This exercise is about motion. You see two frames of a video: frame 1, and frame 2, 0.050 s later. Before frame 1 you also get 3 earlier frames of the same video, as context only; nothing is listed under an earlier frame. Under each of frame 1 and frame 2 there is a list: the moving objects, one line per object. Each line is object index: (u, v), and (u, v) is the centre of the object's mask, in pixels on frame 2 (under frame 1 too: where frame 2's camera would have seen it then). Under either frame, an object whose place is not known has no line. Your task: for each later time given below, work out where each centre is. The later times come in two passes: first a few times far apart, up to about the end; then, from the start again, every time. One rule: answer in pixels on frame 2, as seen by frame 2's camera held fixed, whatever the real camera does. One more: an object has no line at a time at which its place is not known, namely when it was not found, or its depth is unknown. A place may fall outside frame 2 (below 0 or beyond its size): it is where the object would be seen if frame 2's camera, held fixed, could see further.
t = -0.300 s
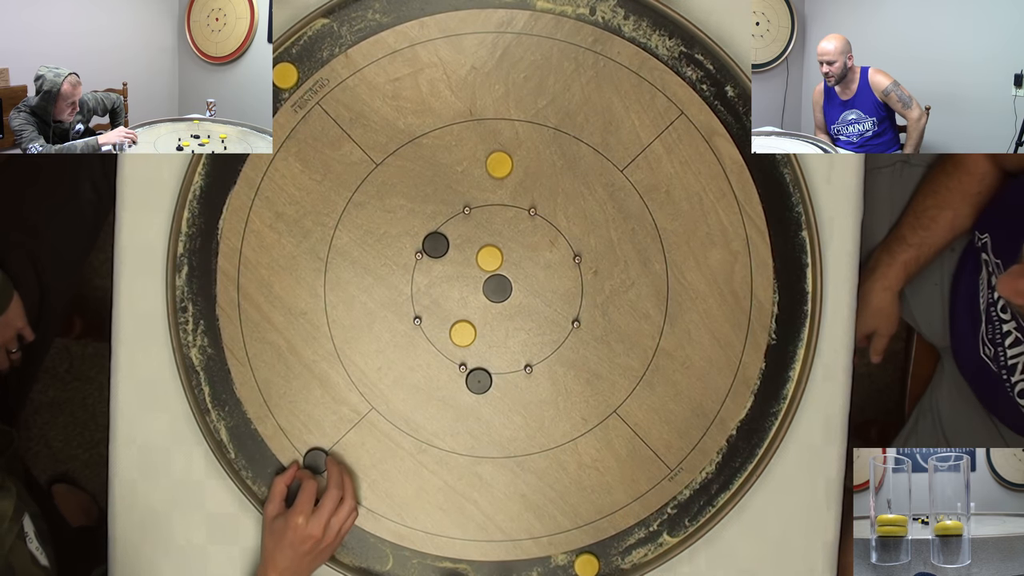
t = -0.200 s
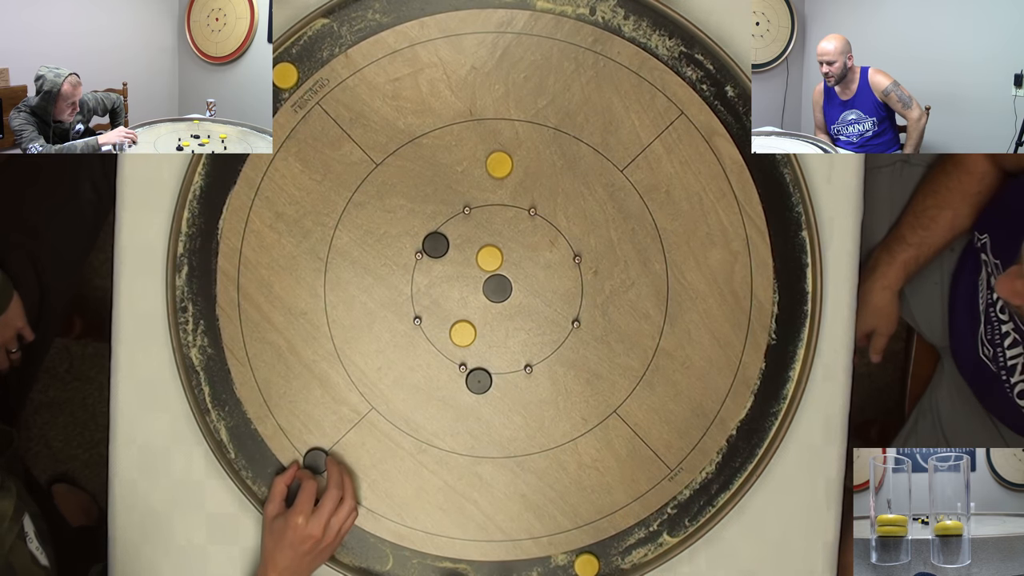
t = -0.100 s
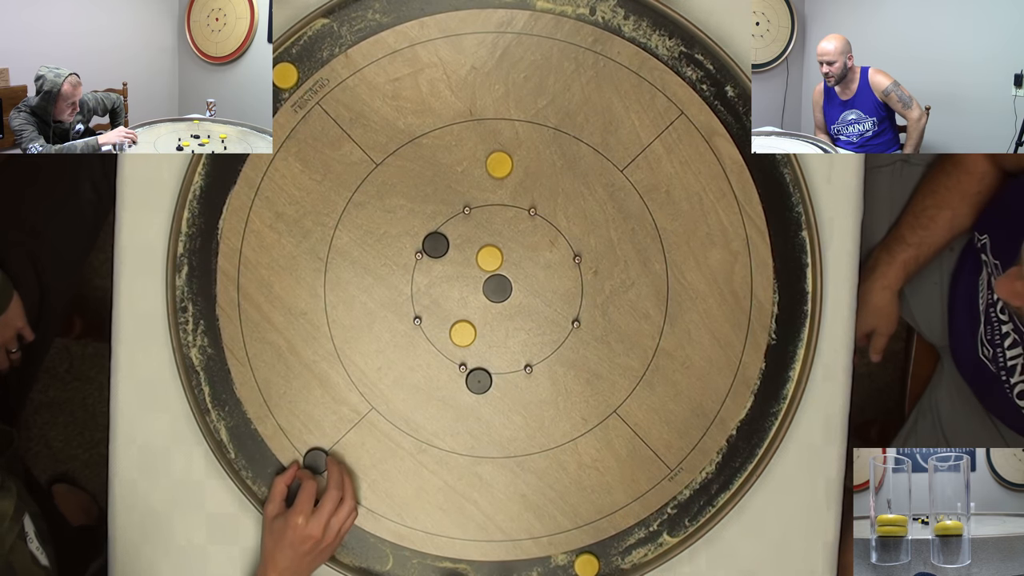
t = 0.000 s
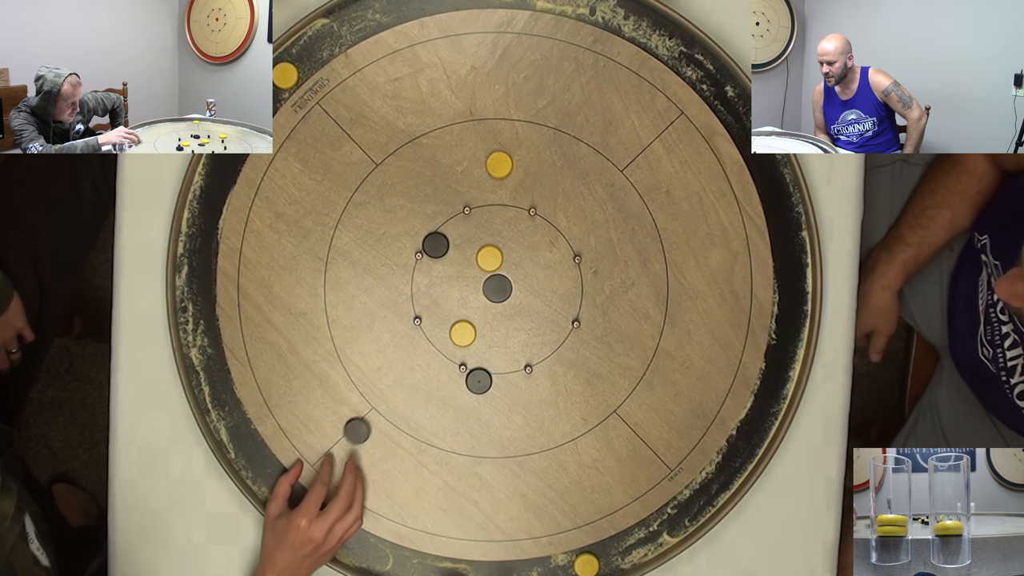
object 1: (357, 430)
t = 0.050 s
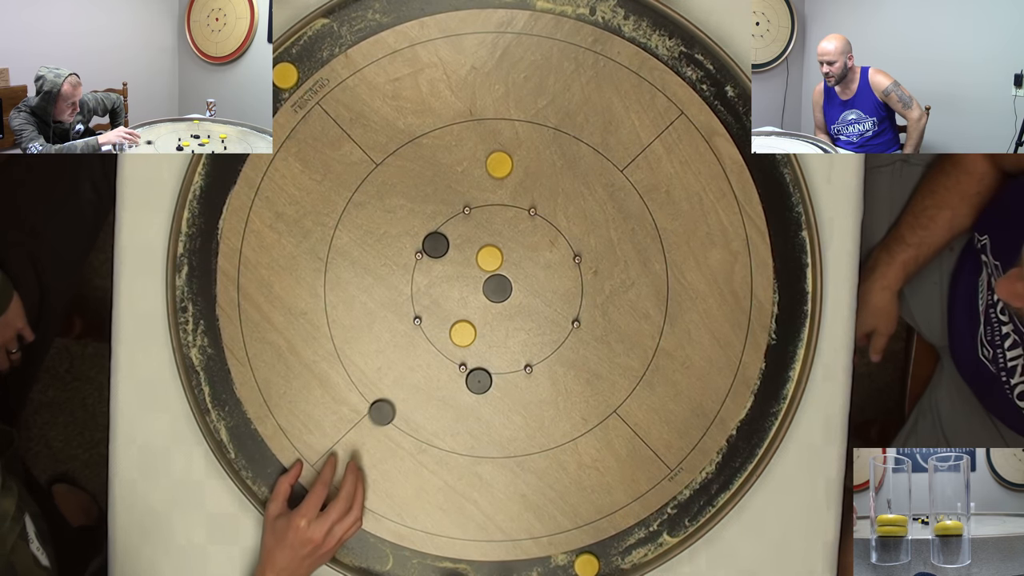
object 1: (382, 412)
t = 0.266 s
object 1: (433, 356)
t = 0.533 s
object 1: (406, 345)
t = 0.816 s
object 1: (406, 345)
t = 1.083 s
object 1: (406, 345)
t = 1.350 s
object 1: (406, 345)
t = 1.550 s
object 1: (406, 345)
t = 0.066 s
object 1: (390, 406)
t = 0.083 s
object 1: (397, 401)
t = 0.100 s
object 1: (404, 395)
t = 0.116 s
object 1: (412, 390)
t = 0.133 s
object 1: (419, 385)
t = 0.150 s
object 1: (425, 380)
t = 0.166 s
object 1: (432, 375)
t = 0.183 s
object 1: (438, 371)
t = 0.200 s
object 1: (444, 366)
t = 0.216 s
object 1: (443, 363)
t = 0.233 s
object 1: (439, 361)
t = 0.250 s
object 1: (436, 358)
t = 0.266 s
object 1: (433, 356)
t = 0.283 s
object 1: (430, 354)
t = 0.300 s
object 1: (427, 352)
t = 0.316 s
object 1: (424, 351)
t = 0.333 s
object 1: (422, 350)
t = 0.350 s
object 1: (419, 349)
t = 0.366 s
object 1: (417, 348)
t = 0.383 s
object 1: (415, 348)
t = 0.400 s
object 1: (414, 347)
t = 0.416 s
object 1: (412, 347)
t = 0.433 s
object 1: (411, 347)
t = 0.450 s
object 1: (409, 346)
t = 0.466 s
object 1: (409, 346)
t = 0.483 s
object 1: (408, 346)
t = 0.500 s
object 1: (407, 345)
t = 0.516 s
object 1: (407, 345)
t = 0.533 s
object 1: (406, 345)
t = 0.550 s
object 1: (406, 345)
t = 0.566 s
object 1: (406, 345)
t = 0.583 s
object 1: (406, 345)
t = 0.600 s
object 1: (406, 345)
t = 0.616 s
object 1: (406, 345)
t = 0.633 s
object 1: (406, 345)
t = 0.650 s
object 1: (406, 345)
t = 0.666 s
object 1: (406, 345)
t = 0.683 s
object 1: (406, 345)
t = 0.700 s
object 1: (406, 344)
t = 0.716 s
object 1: (406, 345)
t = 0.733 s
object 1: (406, 344)
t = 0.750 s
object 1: (406, 344)
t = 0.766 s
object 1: (406, 345)
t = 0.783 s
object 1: (406, 344)
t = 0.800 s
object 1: (406, 344)
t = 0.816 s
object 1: (406, 345)
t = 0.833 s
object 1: (406, 344)
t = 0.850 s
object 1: (406, 344)
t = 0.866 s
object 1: (406, 344)
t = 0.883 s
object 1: (406, 345)
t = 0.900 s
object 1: (406, 345)
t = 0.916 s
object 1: (406, 345)
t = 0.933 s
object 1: (406, 345)
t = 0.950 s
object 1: (406, 345)
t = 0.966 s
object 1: (406, 345)
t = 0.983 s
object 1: (406, 345)
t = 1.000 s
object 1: (406, 345)
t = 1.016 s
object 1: (406, 345)
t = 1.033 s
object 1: (406, 345)
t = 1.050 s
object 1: (406, 345)
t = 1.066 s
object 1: (406, 345)
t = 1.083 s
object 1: (406, 345)
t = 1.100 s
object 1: (406, 345)
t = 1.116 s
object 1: (406, 345)
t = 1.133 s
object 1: (406, 345)
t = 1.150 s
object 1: (406, 345)
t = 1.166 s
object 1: (406, 345)
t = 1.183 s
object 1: (406, 345)
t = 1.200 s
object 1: (406, 345)
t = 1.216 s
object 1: (406, 345)
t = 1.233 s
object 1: (406, 345)
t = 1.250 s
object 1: (406, 345)
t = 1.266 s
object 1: (406, 345)
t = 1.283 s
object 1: (406, 344)
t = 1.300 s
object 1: (406, 344)
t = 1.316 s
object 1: (406, 344)
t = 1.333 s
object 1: (406, 345)
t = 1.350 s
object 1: (406, 345)
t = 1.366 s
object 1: (406, 345)
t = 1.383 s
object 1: (406, 344)
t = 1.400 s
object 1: (406, 345)
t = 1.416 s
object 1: (406, 345)
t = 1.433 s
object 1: (406, 345)
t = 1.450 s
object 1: (406, 345)
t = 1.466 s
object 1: (406, 344)
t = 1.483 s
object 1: (406, 345)
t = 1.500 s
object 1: (406, 345)
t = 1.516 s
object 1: (406, 344)
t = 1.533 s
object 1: (406, 345)
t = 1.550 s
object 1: (406, 345)
